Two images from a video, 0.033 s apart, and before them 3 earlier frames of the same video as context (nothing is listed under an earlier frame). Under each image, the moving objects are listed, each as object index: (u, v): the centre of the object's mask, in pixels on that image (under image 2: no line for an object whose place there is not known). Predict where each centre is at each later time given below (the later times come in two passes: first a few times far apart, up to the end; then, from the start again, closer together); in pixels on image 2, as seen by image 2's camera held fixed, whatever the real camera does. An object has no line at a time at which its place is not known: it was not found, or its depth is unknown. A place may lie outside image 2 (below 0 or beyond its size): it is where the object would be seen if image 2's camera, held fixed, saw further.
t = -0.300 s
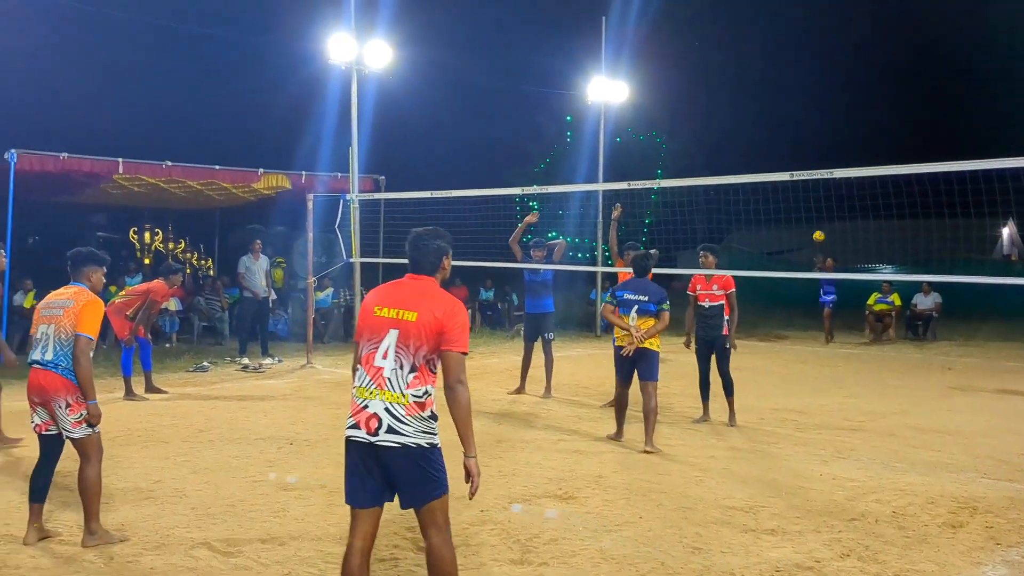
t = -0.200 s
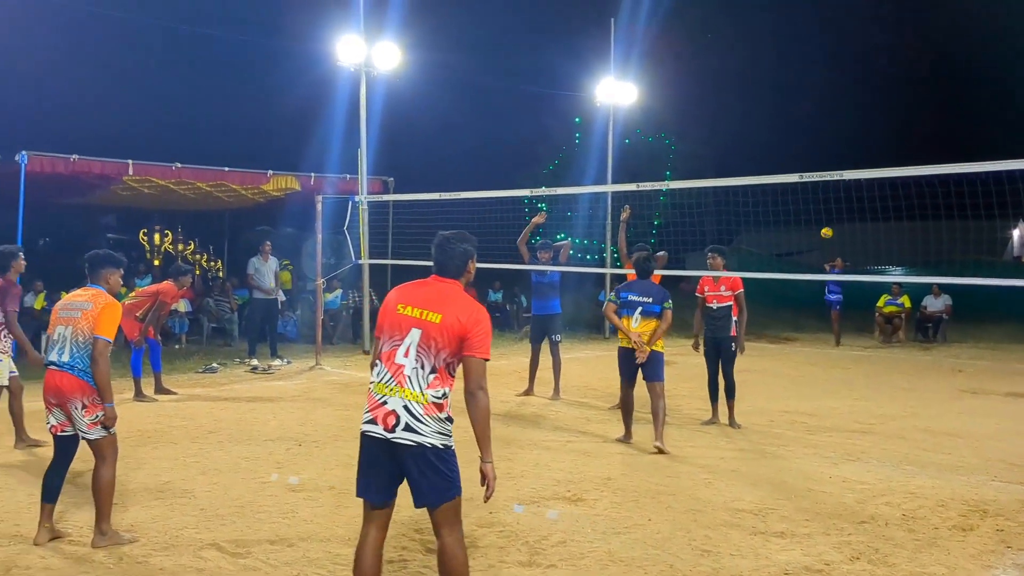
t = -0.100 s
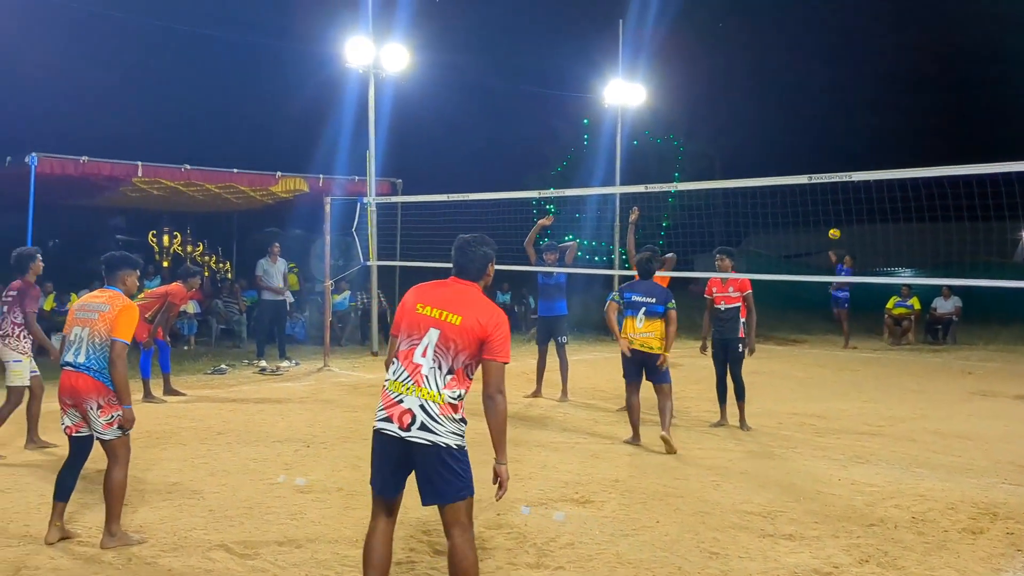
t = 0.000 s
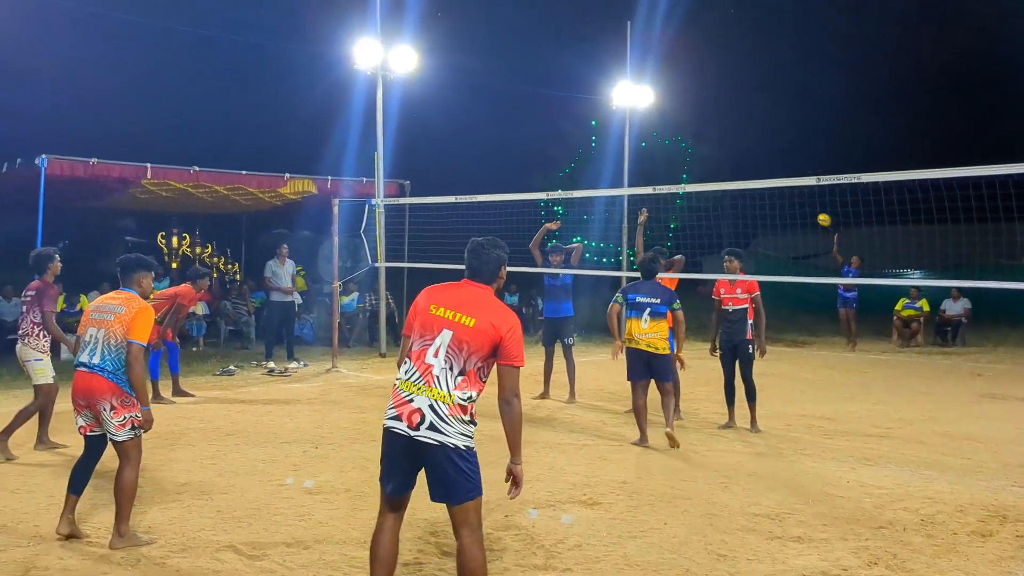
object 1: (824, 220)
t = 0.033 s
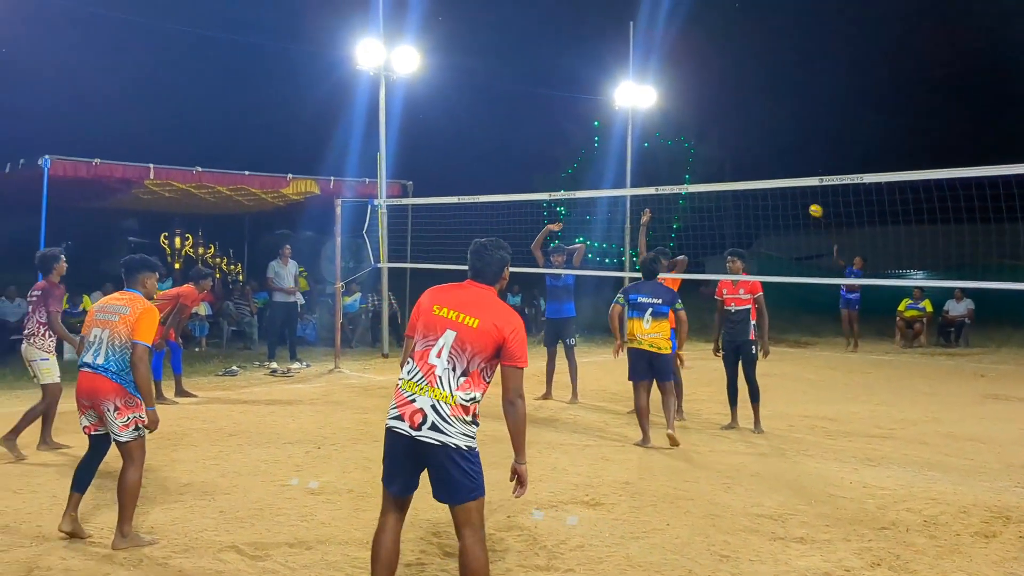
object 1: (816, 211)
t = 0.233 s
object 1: (743, 160)
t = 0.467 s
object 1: (642, 126)
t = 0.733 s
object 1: (507, 119)
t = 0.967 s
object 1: (347, 158)
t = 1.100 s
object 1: (228, 214)
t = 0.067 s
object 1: (805, 201)
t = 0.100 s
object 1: (793, 192)
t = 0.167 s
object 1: (769, 174)
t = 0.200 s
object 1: (757, 167)
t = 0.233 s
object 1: (743, 160)
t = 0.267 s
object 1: (730, 154)
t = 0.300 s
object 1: (715, 148)
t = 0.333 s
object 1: (701, 142)
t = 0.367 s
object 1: (687, 138)
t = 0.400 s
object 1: (672, 133)
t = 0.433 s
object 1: (657, 130)
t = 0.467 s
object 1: (642, 126)
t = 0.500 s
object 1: (626, 123)
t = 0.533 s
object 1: (610, 121)
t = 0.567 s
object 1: (595, 119)
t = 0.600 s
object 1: (579, 118)
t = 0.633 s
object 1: (562, 117)
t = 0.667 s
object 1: (544, 117)
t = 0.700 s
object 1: (526, 118)
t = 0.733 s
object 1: (507, 119)
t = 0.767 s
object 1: (487, 121)
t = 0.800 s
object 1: (466, 125)
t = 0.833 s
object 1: (444, 129)
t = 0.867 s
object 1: (422, 134)
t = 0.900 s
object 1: (399, 140)
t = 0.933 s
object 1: (373, 148)
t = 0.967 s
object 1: (347, 158)
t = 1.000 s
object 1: (320, 169)
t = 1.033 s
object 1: (291, 181)
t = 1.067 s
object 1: (260, 197)
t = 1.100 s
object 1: (228, 214)
